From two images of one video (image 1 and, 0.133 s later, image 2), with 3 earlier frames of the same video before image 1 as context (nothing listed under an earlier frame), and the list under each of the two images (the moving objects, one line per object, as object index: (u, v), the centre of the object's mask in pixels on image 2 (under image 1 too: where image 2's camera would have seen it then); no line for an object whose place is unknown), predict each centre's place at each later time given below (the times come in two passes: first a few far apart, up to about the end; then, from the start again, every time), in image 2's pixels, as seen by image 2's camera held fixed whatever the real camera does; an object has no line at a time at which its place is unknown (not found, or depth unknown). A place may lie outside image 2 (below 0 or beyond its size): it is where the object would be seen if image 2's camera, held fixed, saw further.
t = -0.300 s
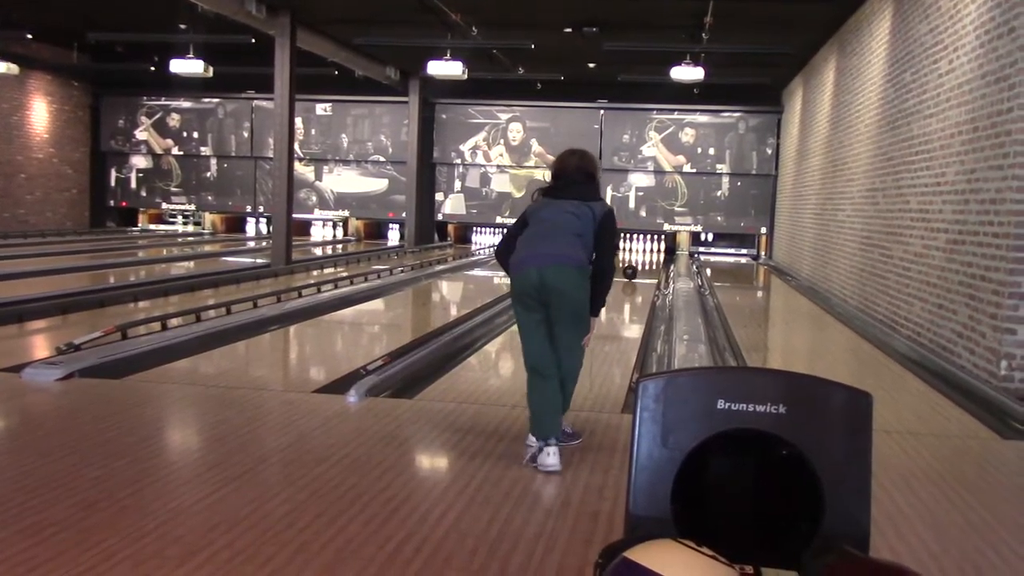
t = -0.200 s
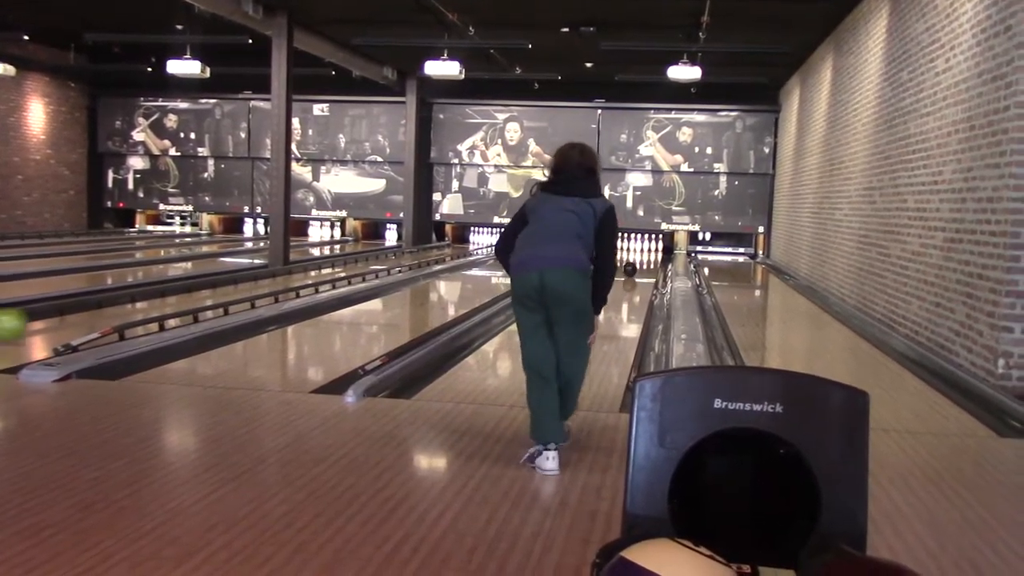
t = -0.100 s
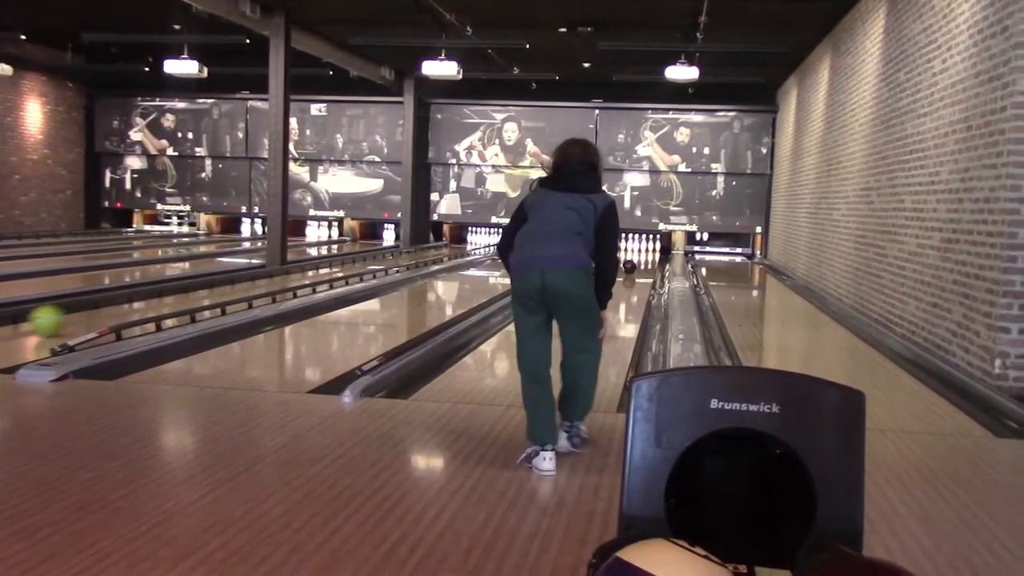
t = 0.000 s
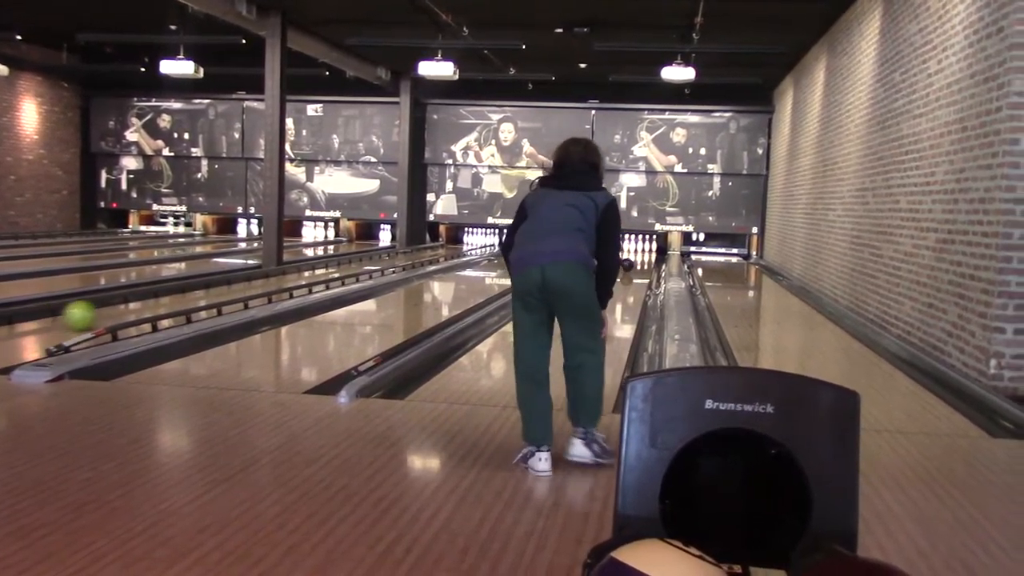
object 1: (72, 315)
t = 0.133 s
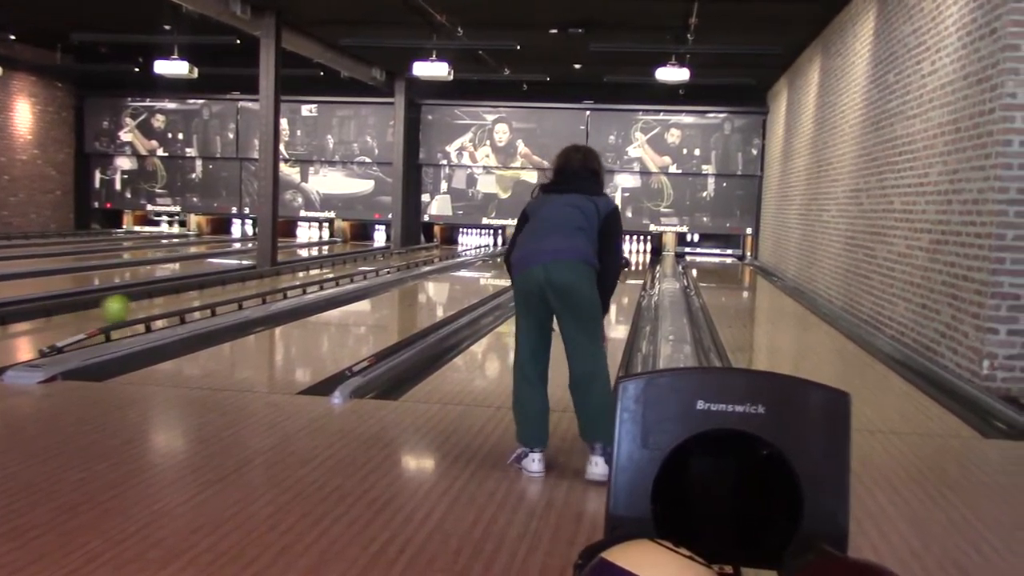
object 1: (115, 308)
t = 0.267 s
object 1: (152, 301)
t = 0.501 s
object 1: (205, 292)
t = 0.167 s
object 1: (125, 307)
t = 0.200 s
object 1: (134, 305)
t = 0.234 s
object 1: (143, 303)
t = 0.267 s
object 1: (152, 301)
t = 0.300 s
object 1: (161, 300)
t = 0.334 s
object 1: (169, 299)
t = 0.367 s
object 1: (176, 297)
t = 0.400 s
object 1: (183, 296)
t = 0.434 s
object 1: (191, 294)
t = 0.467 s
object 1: (198, 293)
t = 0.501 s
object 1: (205, 292)
